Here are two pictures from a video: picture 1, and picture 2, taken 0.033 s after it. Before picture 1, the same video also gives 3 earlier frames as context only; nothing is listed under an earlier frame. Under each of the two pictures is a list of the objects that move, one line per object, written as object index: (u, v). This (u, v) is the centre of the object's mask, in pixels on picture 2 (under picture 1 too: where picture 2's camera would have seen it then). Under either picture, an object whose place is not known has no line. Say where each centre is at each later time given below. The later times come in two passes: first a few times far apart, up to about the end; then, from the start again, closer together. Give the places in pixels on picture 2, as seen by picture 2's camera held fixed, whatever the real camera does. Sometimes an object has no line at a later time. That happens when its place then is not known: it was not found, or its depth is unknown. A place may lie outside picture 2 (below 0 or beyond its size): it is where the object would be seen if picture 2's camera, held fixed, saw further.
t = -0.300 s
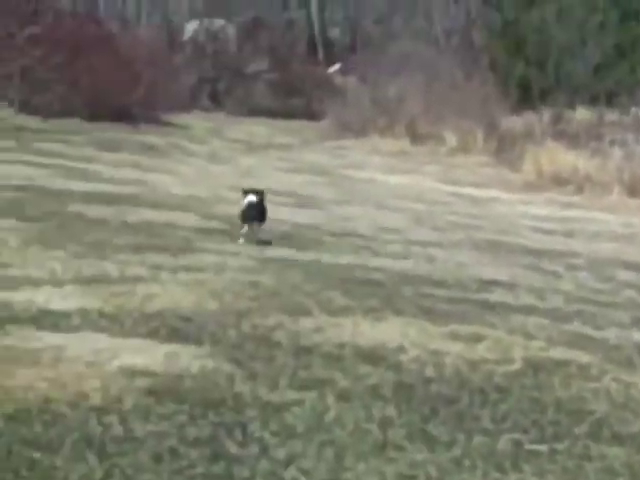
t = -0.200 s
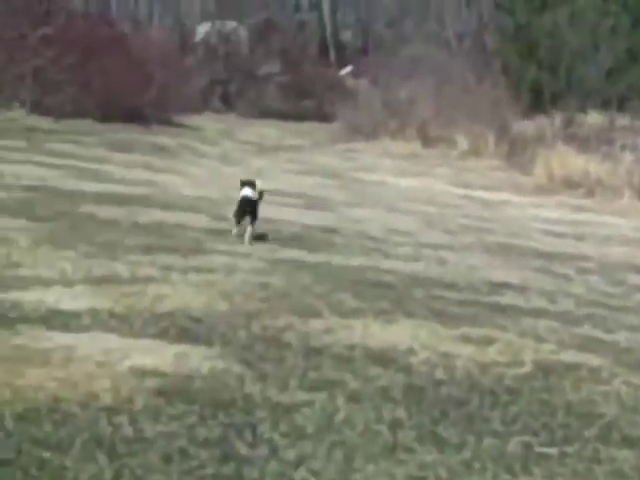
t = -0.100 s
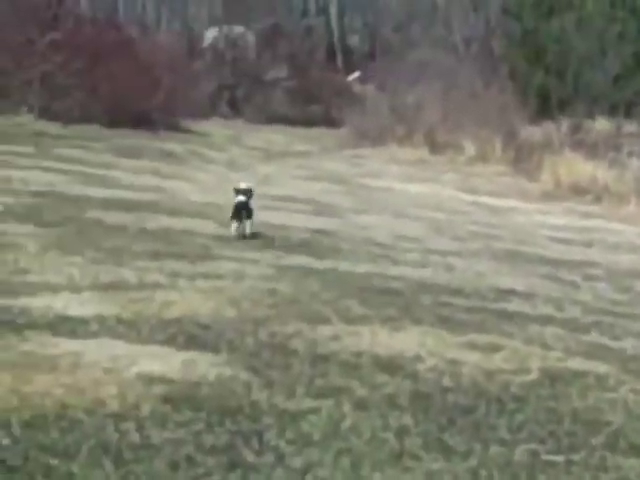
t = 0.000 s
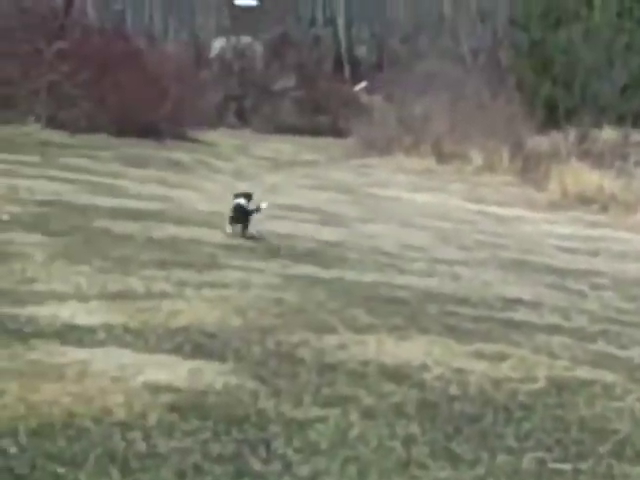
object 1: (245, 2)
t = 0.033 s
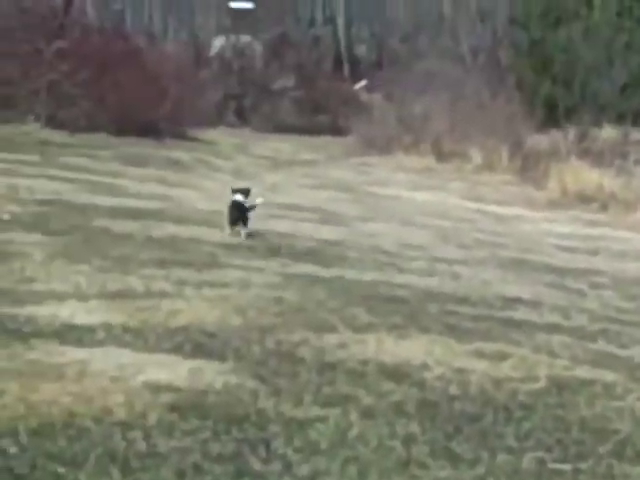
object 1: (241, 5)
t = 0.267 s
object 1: (217, 30)
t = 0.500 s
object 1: (201, 50)
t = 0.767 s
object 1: (194, 73)
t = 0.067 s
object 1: (237, 9)
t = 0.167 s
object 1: (227, 20)
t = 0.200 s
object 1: (223, 24)
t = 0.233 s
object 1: (220, 27)
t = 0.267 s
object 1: (217, 30)
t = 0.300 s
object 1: (214, 33)
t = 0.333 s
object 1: (212, 37)
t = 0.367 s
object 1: (210, 39)
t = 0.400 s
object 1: (206, 42)
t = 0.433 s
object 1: (204, 45)
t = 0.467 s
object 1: (202, 48)
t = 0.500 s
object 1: (201, 50)
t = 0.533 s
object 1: (200, 53)
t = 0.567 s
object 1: (198, 55)
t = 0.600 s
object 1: (197, 58)
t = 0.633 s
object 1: (196, 61)
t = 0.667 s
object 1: (195, 64)
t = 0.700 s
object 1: (195, 67)
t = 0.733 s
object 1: (194, 70)
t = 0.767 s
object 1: (194, 73)
